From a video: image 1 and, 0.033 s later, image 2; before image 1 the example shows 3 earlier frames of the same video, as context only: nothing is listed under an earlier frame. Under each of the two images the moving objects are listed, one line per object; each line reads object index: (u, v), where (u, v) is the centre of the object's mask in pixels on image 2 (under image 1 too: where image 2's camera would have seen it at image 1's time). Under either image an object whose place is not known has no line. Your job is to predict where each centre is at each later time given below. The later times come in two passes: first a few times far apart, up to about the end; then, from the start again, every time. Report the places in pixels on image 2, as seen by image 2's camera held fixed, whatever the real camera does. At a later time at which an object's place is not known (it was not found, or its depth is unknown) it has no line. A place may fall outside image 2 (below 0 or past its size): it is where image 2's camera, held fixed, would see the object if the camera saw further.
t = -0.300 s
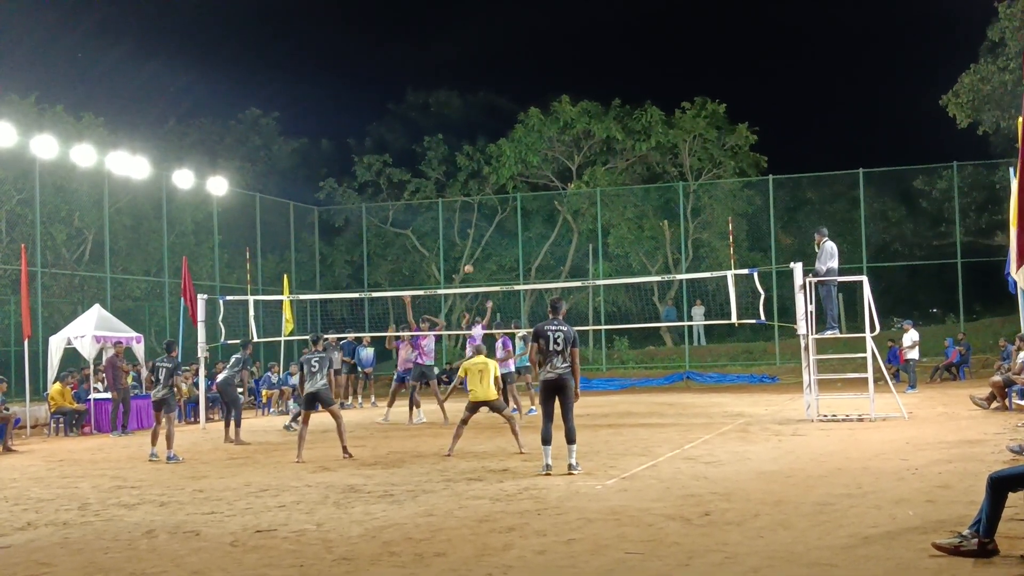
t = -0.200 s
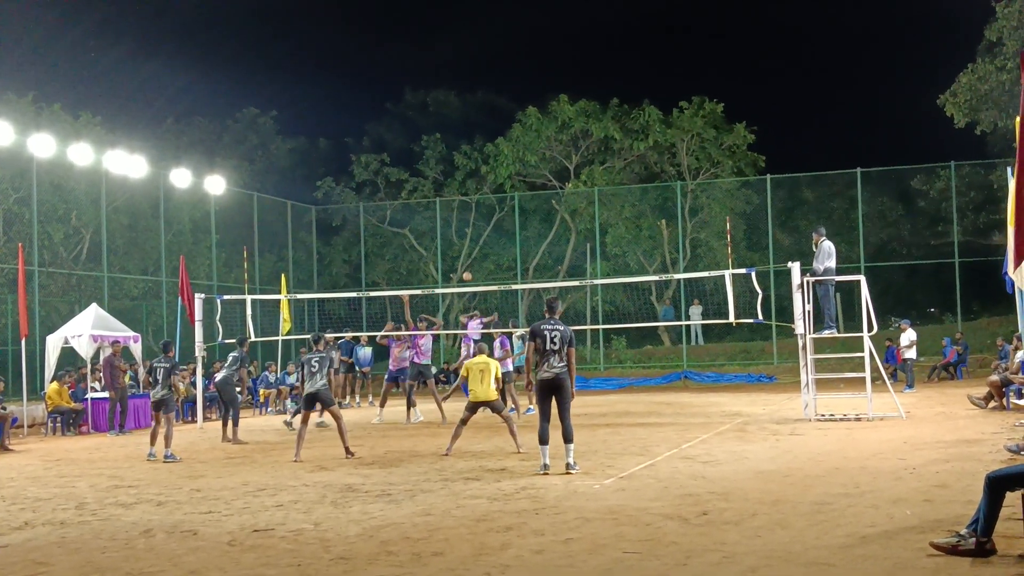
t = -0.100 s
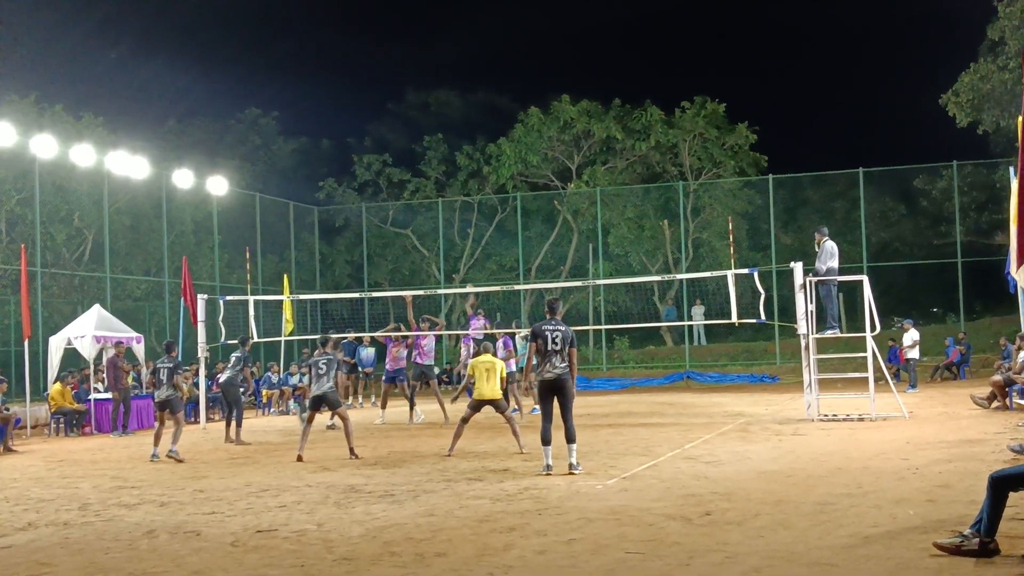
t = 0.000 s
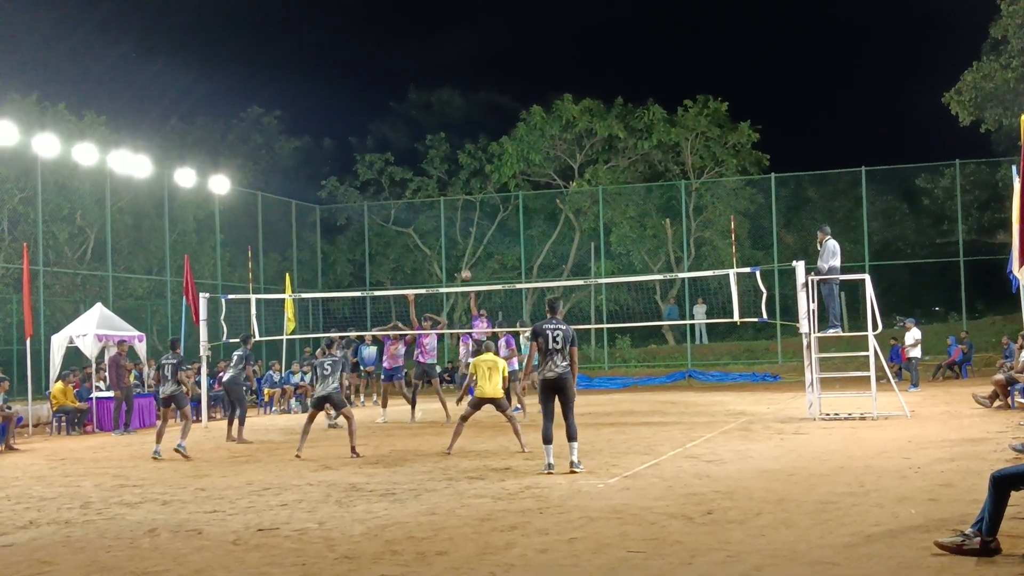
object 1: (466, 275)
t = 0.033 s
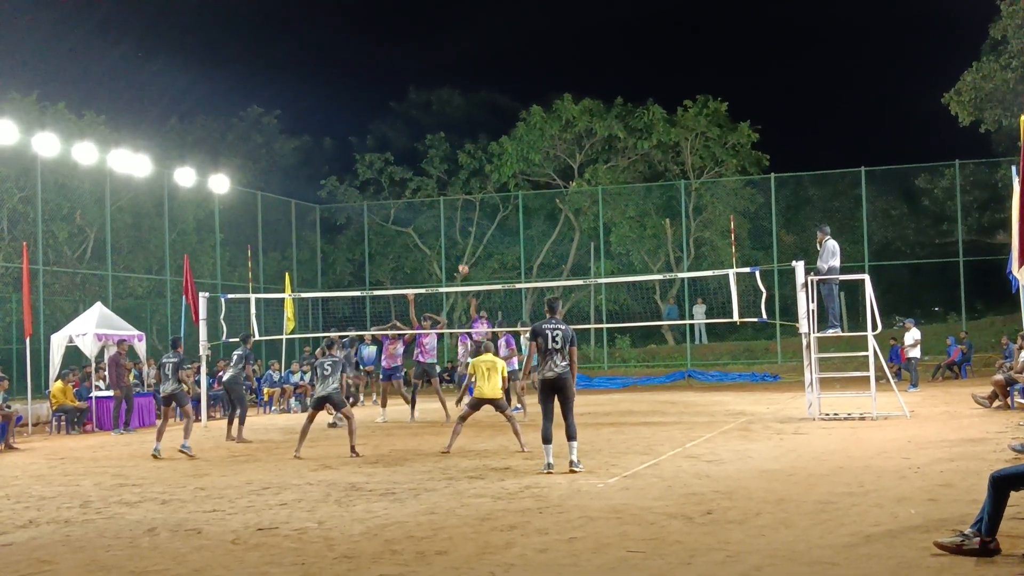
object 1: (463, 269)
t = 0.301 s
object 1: (441, 243)
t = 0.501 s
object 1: (424, 254)
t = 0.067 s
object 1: (460, 264)
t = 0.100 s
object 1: (458, 259)
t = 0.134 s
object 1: (455, 254)
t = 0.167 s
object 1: (453, 251)
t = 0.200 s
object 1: (450, 248)
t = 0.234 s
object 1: (447, 246)
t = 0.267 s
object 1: (444, 244)
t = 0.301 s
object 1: (441, 243)
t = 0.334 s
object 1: (438, 243)
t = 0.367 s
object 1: (435, 244)
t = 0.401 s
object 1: (434, 245)
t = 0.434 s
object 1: (431, 247)
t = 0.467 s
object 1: (427, 250)
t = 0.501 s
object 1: (424, 254)
